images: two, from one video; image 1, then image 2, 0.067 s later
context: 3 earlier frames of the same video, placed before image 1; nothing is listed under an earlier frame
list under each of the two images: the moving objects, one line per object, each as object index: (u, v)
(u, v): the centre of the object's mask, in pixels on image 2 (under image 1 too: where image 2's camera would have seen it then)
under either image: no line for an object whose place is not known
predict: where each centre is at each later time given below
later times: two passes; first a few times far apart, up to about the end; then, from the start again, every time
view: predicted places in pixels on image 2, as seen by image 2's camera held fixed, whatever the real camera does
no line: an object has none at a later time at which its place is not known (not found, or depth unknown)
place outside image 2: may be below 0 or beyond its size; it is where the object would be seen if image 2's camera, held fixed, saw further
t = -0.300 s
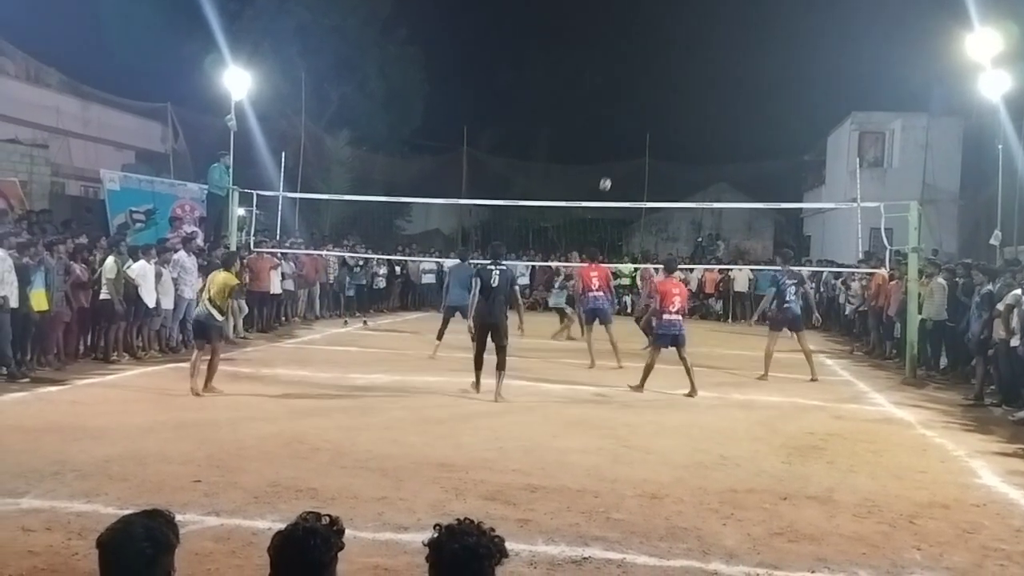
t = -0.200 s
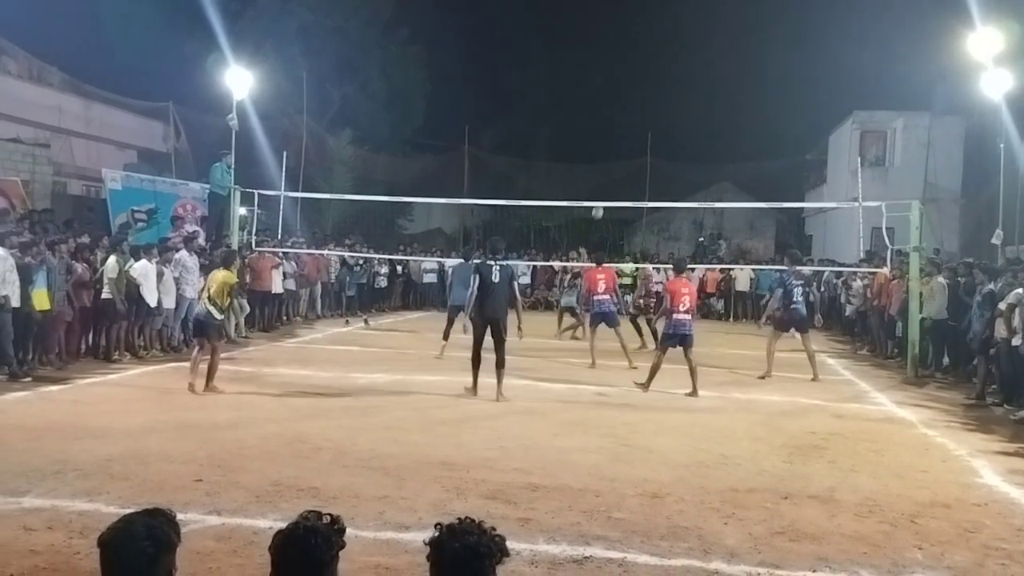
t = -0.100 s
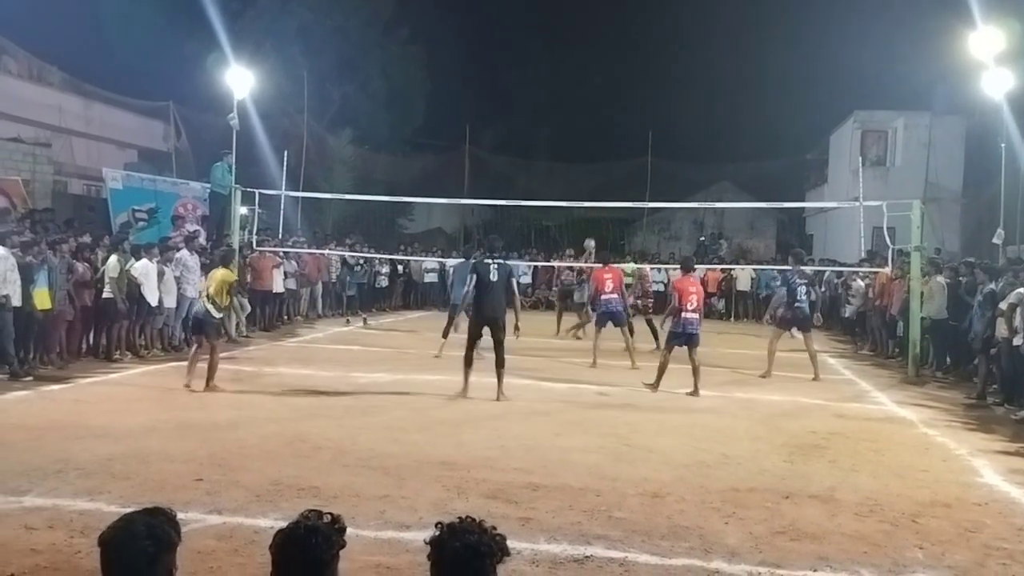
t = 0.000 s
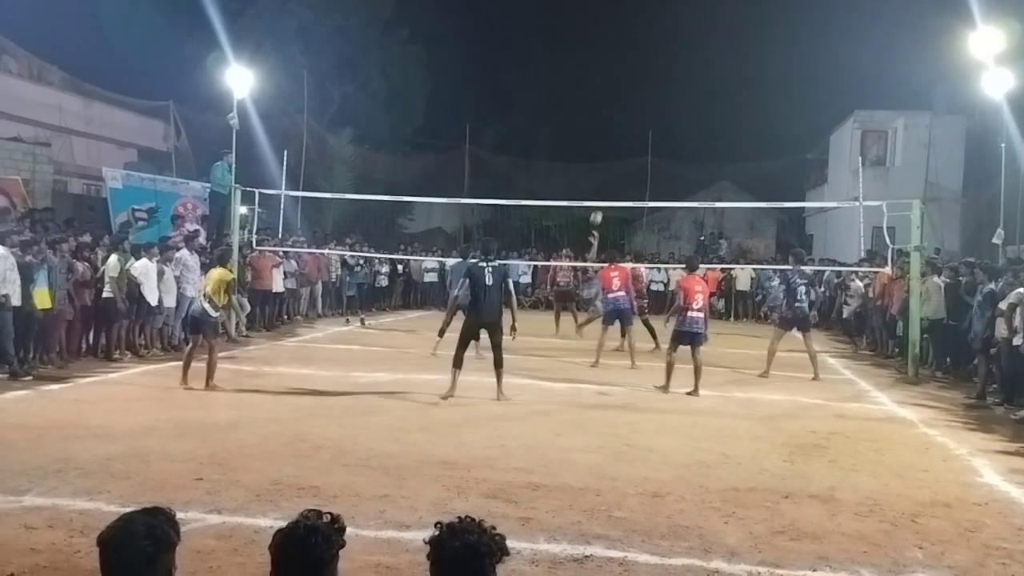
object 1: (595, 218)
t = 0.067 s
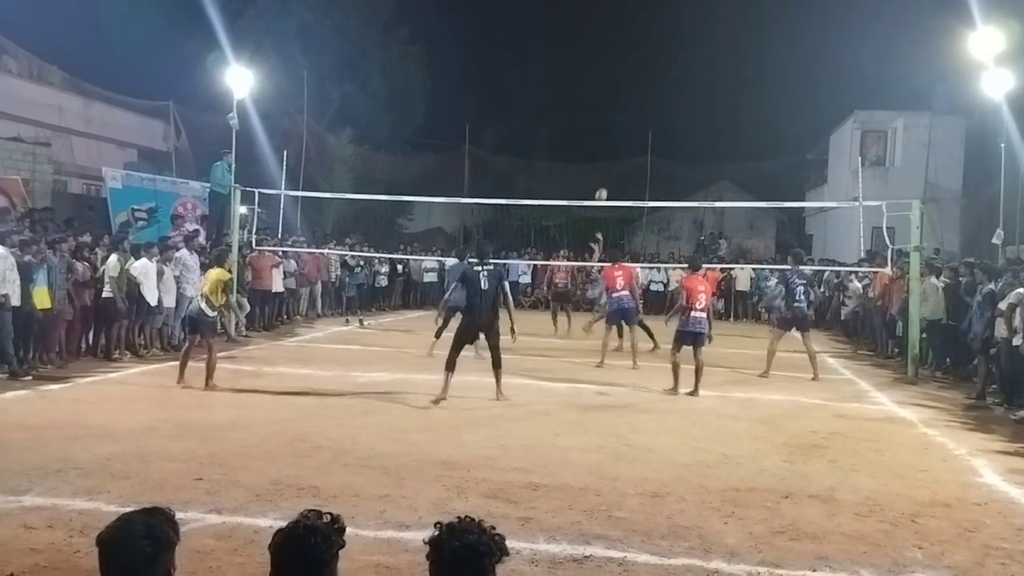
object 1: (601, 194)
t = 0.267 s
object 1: (617, 139)
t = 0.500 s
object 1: (635, 99)
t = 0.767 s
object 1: (653, 87)
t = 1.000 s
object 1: (668, 109)
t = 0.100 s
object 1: (604, 184)
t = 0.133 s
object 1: (606, 174)
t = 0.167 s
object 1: (609, 165)
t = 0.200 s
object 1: (611, 156)
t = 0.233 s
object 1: (614, 147)
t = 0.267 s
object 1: (617, 139)
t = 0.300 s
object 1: (620, 132)
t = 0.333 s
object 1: (622, 125)
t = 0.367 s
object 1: (625, 119)
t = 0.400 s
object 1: (627, 113)
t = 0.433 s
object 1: (630, 108)
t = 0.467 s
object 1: (632, 103)
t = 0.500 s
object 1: (635, 99)
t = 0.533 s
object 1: (637, 95)
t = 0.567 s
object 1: (639, 92)
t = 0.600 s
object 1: (642, 90)
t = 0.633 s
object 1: (644, 88)
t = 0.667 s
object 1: (646, 87)
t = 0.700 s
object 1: (649, 86)
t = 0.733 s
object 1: (651, 86)
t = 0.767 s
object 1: (653, 87)
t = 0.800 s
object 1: (655, 88)
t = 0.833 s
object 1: (658, 90)
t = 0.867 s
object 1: (660, 92)
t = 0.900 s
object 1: (662, 95)
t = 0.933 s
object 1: (664, 99)
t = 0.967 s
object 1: (666, 105)
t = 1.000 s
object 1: (668, 109)
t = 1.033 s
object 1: (670, 115)
